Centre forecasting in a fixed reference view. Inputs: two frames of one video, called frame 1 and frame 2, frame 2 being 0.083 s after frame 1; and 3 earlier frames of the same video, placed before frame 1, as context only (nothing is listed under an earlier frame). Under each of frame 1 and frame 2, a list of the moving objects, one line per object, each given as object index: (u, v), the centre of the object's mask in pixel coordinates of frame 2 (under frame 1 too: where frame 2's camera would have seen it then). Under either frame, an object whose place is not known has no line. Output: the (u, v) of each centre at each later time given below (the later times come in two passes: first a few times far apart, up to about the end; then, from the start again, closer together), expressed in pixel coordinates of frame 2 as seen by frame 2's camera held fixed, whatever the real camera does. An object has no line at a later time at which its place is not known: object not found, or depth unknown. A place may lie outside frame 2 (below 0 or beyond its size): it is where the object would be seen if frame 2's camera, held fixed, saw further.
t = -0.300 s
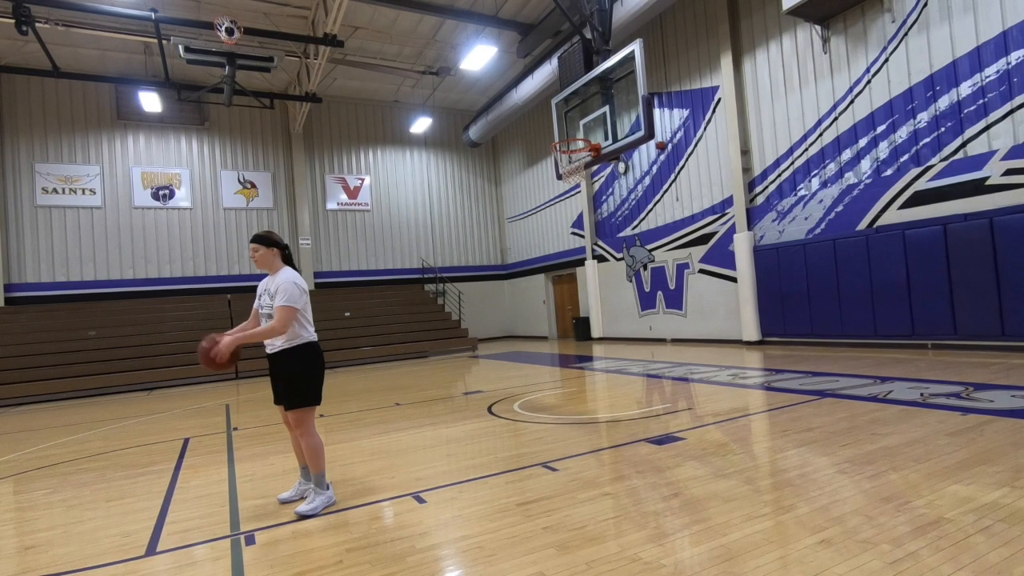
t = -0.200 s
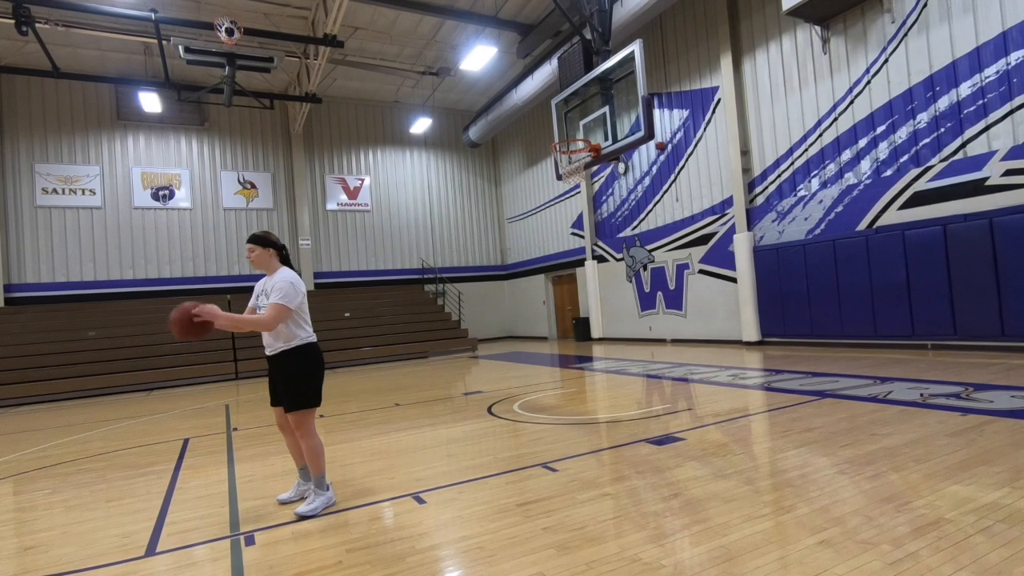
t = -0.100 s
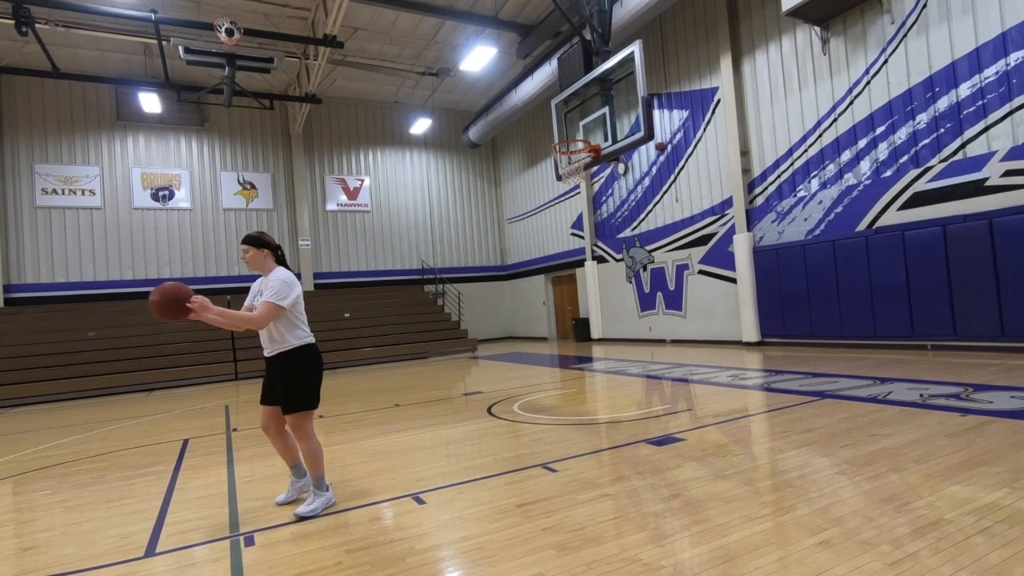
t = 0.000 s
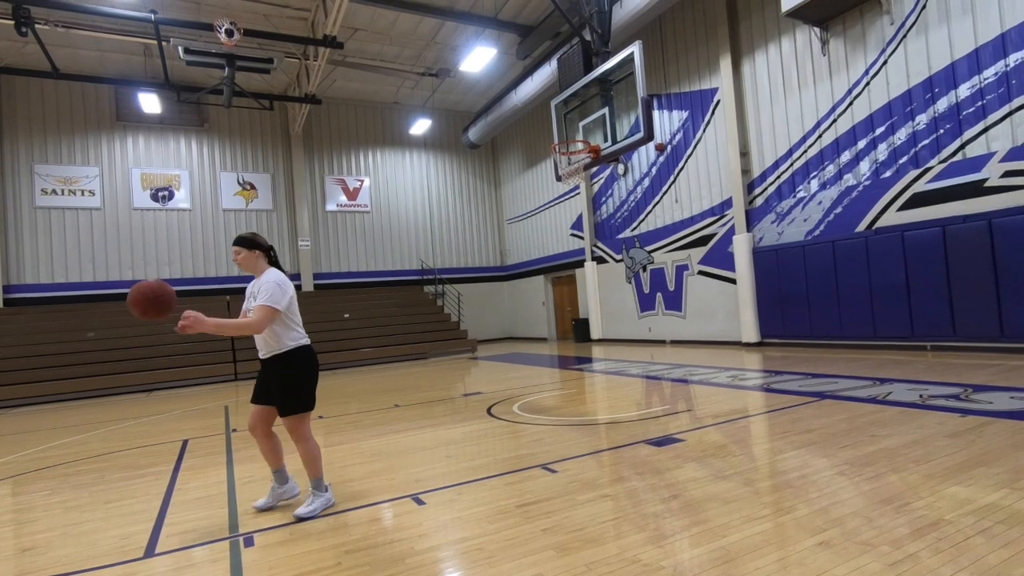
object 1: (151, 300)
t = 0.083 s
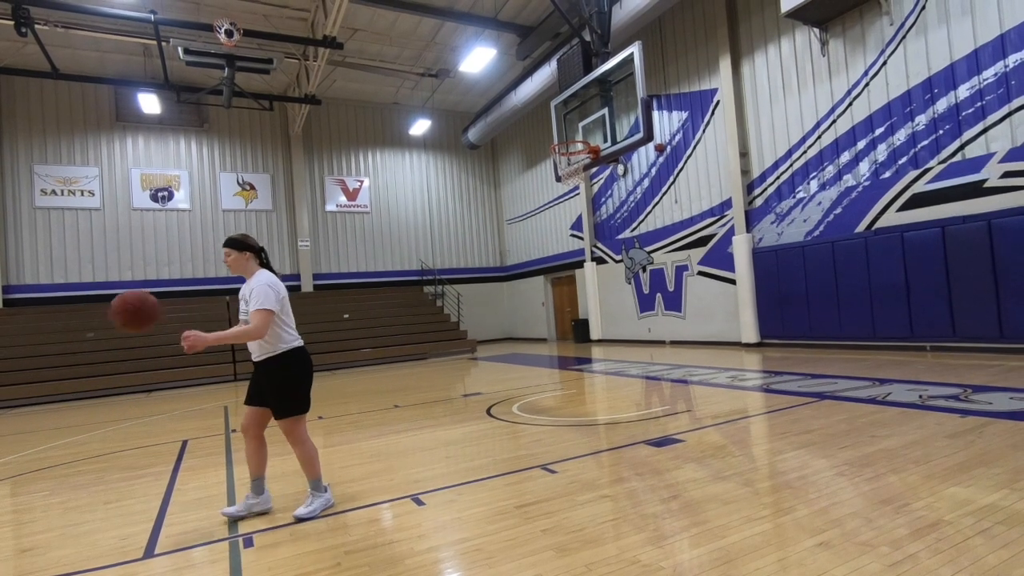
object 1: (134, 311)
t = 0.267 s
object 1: (97, 382)
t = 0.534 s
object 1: (61, 529)
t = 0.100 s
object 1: (130, 314)
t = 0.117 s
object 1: (127, 318)
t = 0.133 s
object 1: (125, 323)
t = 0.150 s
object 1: (121, 329)
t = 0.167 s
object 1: (117, 335)
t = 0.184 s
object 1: (114, 341)
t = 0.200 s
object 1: (111, 348)
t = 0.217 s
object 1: (107, 356)
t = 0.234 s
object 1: (104, 364)
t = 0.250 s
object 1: (101, 373)
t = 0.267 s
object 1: (97, 382)
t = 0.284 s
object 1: (94, 392)
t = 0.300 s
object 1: (91, 403)
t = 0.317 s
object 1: (87, 415)
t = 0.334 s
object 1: (84, 427)
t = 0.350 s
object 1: (80, 439)
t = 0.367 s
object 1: (77, 453)
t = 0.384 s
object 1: (74, 466)
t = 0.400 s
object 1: (70, 482)
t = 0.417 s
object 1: (66, 497)
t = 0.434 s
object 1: (62, 513)
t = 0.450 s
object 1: (59, 530)
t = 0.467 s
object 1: (55, 547)
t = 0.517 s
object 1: (58, 542)
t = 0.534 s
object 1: (61, 529)
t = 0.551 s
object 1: (63, 517)
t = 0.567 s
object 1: (66, 506)
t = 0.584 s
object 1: (69, 495)
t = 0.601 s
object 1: (72, 484)
